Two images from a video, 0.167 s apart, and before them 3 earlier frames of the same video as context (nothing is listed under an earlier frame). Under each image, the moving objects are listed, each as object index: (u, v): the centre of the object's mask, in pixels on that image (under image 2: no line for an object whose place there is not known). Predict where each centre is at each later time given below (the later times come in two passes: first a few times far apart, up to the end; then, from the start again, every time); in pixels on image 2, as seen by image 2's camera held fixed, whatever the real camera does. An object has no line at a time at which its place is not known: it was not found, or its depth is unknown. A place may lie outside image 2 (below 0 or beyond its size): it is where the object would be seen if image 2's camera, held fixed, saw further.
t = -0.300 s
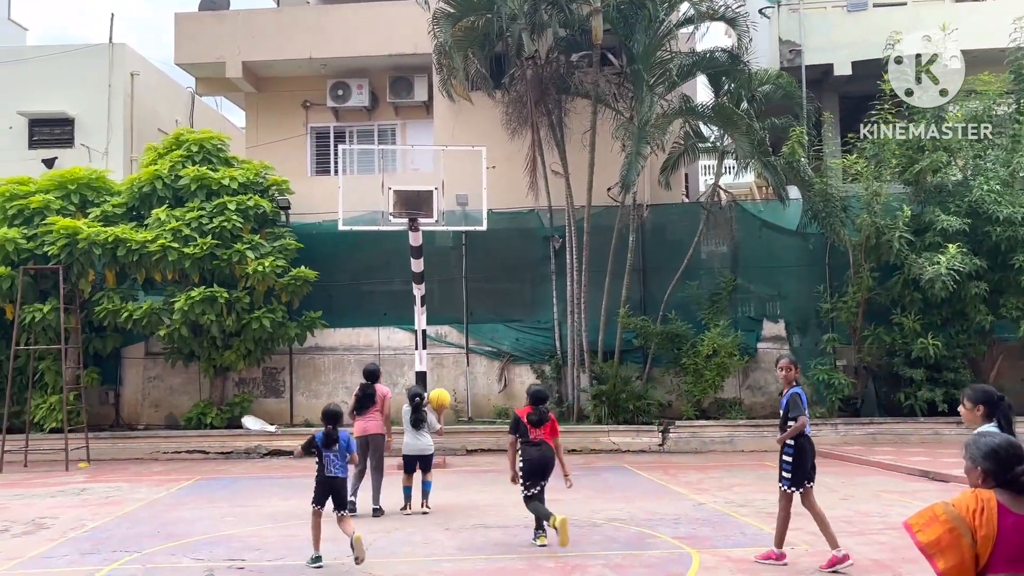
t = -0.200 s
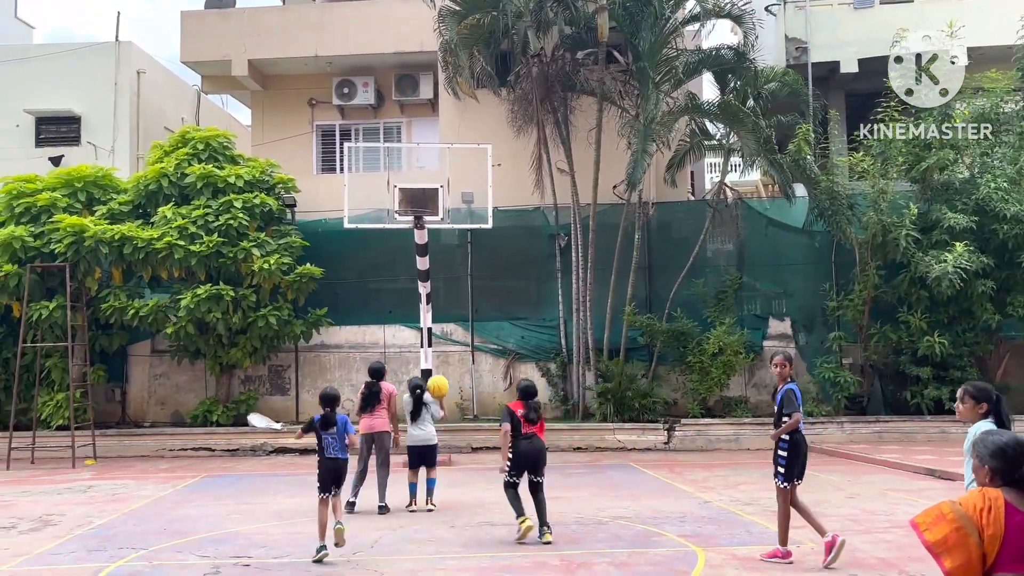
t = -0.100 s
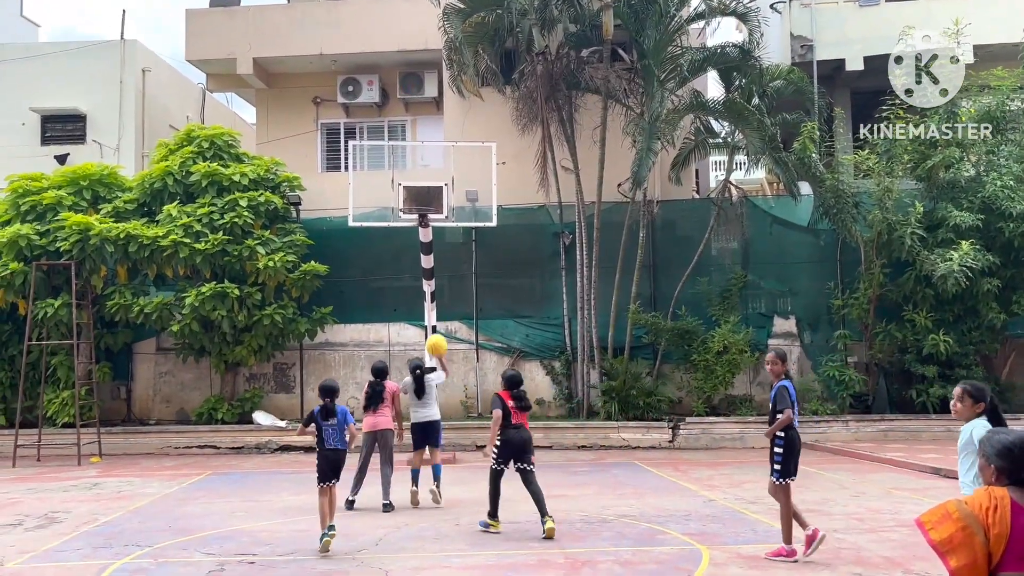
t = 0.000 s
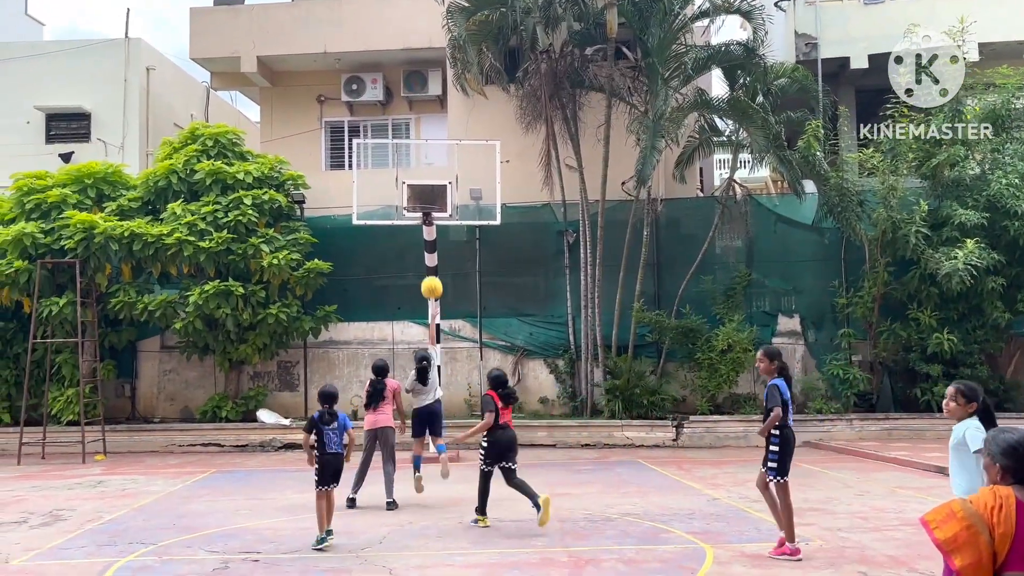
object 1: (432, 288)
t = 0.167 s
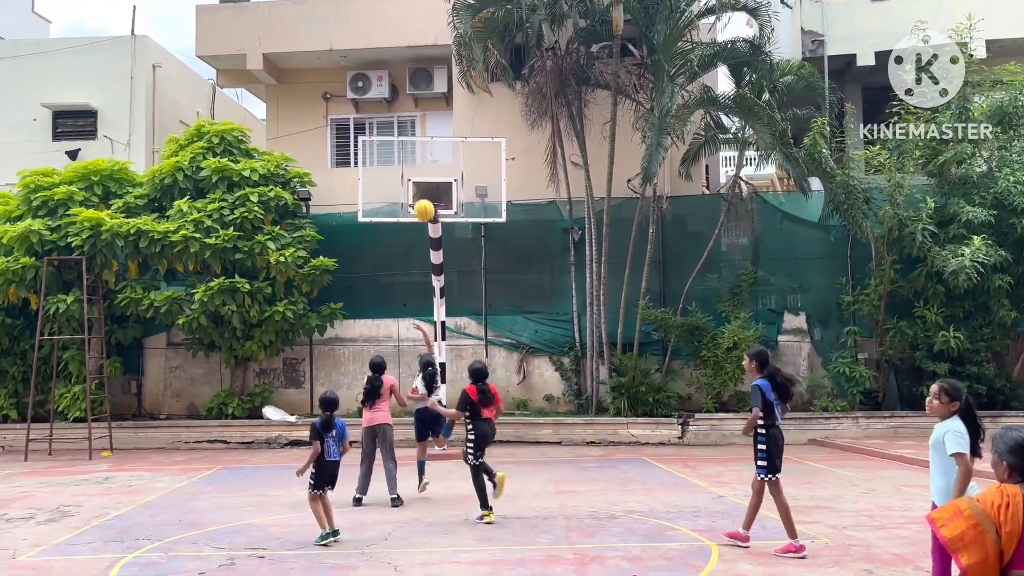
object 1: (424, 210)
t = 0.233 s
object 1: (419, 189)
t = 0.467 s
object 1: (402, 148)
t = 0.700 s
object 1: (387, 154)
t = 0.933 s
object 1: (373, 204)
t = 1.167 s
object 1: (360, 294)
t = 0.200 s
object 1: (421, 199)
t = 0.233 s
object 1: (419, 189)
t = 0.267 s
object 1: (416, 180)
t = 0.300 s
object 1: (414, 172)
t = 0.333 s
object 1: (411, 165)
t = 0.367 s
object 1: (409, 159)
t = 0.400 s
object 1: (406, 154)
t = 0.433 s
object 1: (404, 151)
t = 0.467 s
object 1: (402, 148)
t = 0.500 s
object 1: (400, 146)
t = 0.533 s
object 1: (398, 145)
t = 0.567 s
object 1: (395, 145)
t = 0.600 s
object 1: (393, 146)
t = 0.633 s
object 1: (391, 147)
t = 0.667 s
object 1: (389, 150)
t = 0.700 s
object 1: (387, 154)
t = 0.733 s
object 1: (385, 158)
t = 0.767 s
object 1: (383, 164)
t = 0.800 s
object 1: (381, 170)
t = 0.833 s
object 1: (379, 177)
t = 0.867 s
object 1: (377, 185)
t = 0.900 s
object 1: (375, 194)
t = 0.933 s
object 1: (373, 204)
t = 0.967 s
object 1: (371, 214)
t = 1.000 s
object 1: (369, 226)
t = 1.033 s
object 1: (367, 238)
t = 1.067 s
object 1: (365, 250)
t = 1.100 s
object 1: (364, 264)
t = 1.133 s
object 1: (362, 279)
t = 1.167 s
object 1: (360, 294)
